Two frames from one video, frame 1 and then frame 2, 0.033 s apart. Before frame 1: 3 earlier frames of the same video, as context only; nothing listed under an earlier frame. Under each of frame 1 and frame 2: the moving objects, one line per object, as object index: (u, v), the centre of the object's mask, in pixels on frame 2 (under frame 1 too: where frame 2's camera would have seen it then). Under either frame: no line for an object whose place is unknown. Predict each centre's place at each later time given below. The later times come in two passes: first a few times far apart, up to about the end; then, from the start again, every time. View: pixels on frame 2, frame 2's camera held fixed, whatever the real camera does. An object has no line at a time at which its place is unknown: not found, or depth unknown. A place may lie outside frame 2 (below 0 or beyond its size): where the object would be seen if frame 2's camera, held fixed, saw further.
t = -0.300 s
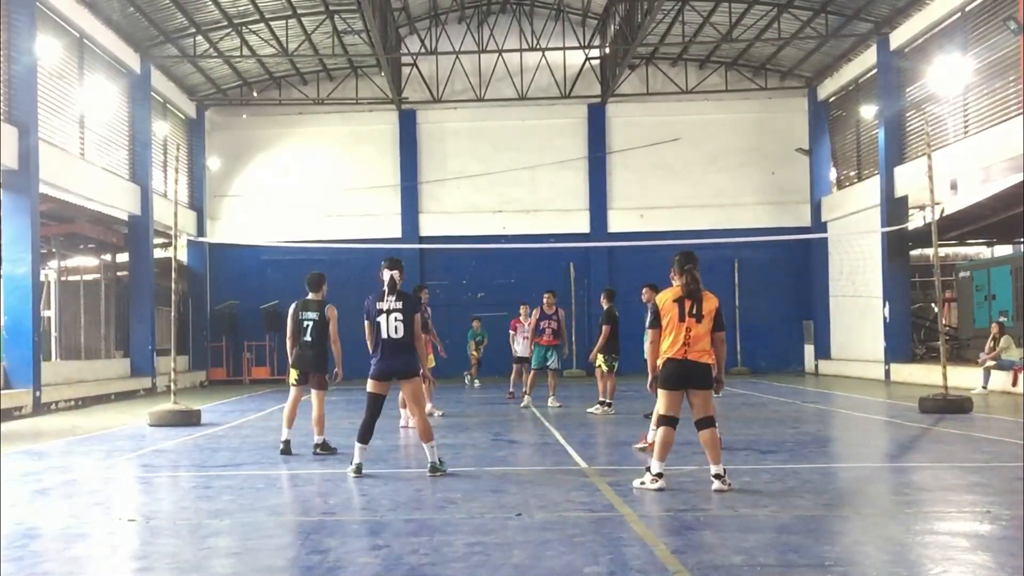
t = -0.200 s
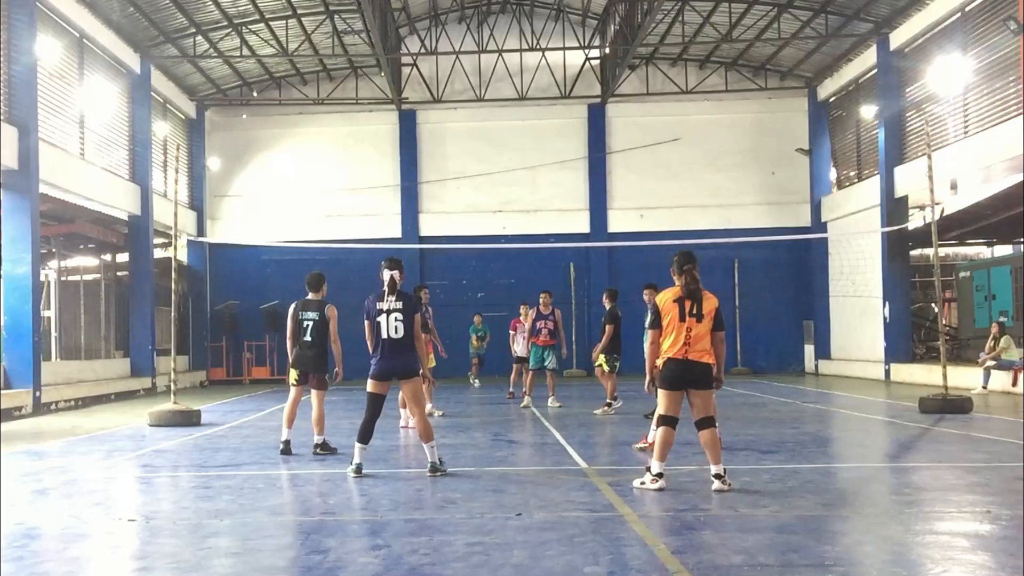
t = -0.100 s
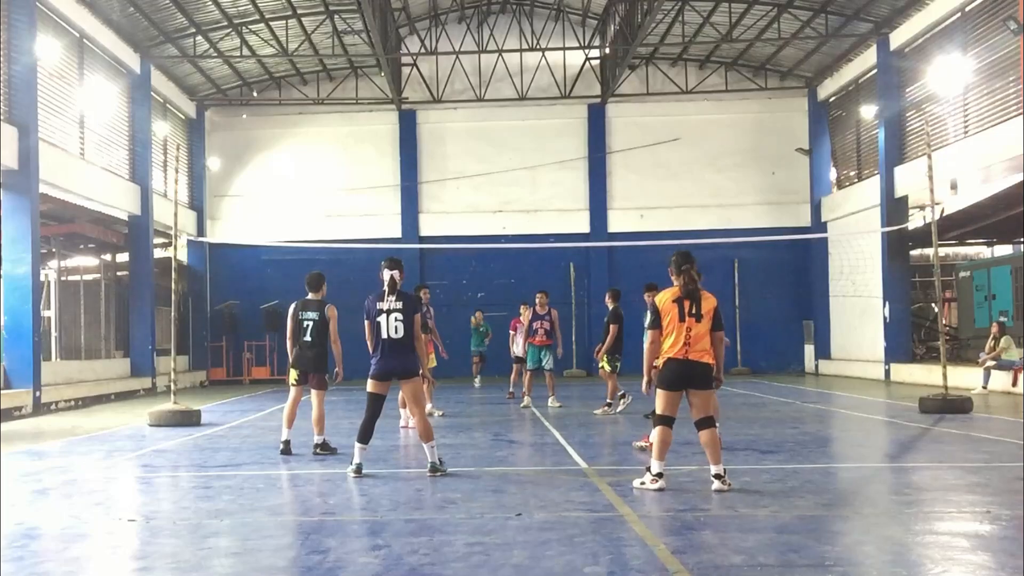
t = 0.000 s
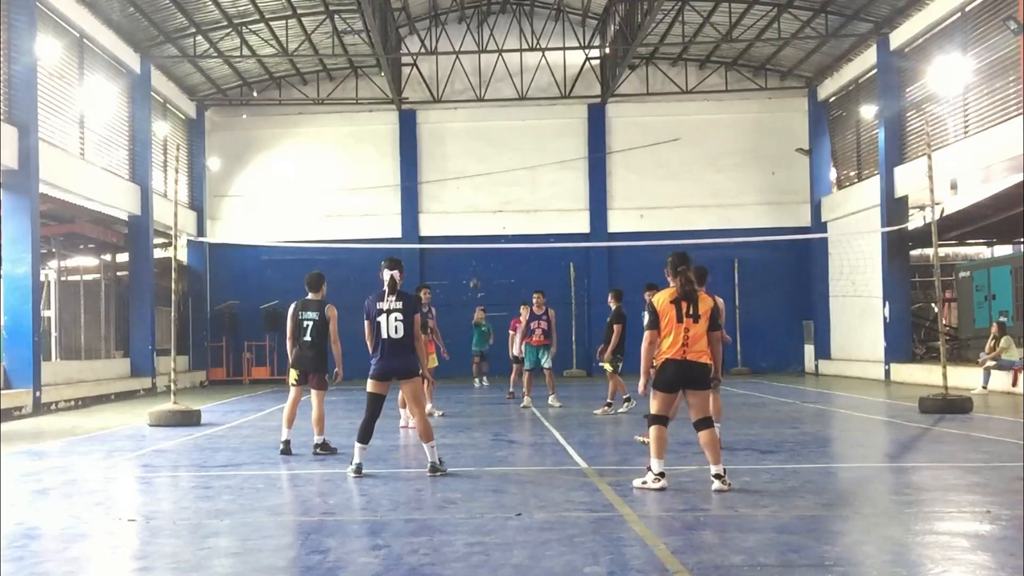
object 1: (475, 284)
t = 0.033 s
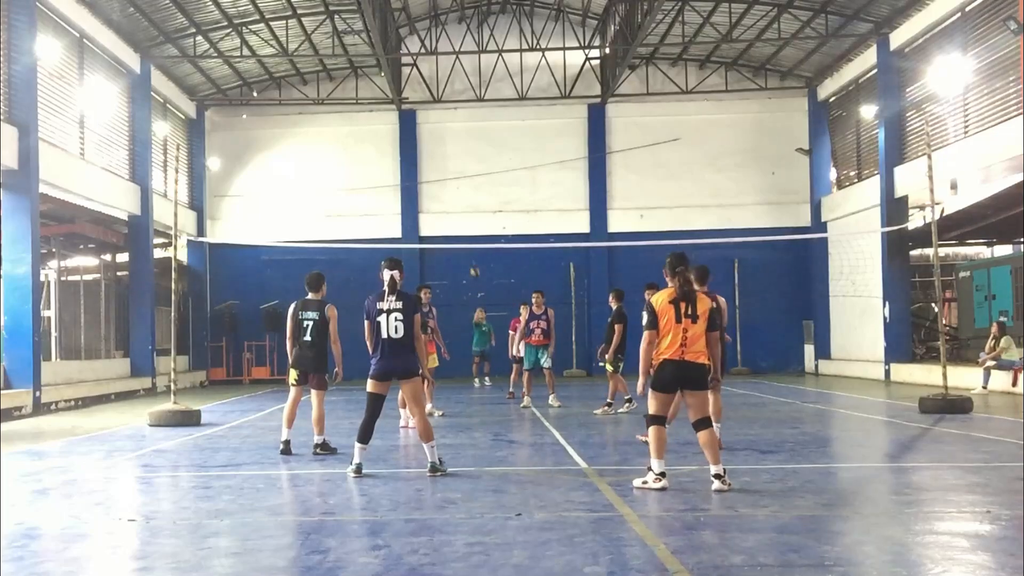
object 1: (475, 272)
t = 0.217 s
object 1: (474, 221)
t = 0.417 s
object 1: (474, 181)
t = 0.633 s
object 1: (474, 158)
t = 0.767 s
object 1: (474, 154)
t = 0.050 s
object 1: (474, 267)
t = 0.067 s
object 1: (474, 262)
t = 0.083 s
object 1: (474, 258)
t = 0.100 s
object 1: (474, 252)
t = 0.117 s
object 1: (473, 250)
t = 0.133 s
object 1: (474, 240)
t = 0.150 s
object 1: (474, 238)
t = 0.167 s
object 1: (474, 234)
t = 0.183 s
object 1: (474, 229)
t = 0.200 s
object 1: (474, 225)
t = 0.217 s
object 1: (474, 221)
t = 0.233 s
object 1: (474, 217)
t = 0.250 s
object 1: (474, 213)
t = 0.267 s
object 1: (475, 209)
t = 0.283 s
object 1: (475, 206)
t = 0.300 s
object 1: (474, 202)
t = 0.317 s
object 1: (474, 199)
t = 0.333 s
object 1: (474, 195)
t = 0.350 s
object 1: (474, 192)
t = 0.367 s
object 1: (474, 189)
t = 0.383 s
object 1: (474, 186)
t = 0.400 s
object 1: (474, 184)
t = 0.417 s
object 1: (474, 181)
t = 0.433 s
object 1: (474, 179)
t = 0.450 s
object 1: (474, 176)
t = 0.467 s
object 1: (474, 174)
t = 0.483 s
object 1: (474, 172)
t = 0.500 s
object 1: (474, 169)
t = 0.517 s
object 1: (474, 168)
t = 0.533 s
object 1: (474, 166)
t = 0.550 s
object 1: (474, 164)
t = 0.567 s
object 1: (474, 163)
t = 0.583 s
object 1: (474, 161)
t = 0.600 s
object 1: (474, 160)
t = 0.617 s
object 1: (474, 159)
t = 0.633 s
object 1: (474, 158)
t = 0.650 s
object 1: (474, 157)
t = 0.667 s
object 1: (473, 157)
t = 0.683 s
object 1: (474, 156)
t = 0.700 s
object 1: (474, 155)
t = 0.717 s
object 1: (474, 155)
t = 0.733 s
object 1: (474, 155)
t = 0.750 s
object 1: (474, 155)
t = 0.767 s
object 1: (474, 154)
